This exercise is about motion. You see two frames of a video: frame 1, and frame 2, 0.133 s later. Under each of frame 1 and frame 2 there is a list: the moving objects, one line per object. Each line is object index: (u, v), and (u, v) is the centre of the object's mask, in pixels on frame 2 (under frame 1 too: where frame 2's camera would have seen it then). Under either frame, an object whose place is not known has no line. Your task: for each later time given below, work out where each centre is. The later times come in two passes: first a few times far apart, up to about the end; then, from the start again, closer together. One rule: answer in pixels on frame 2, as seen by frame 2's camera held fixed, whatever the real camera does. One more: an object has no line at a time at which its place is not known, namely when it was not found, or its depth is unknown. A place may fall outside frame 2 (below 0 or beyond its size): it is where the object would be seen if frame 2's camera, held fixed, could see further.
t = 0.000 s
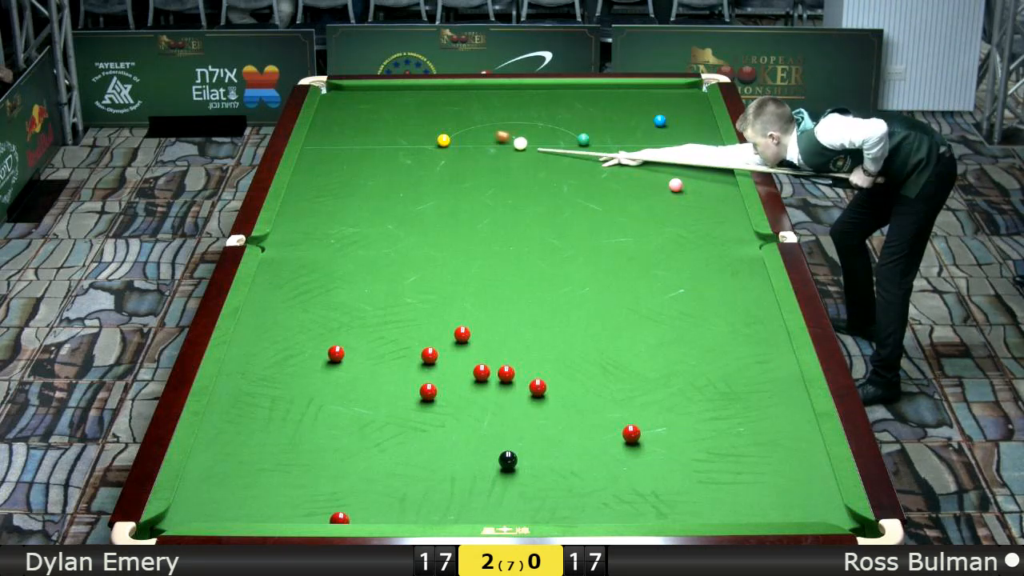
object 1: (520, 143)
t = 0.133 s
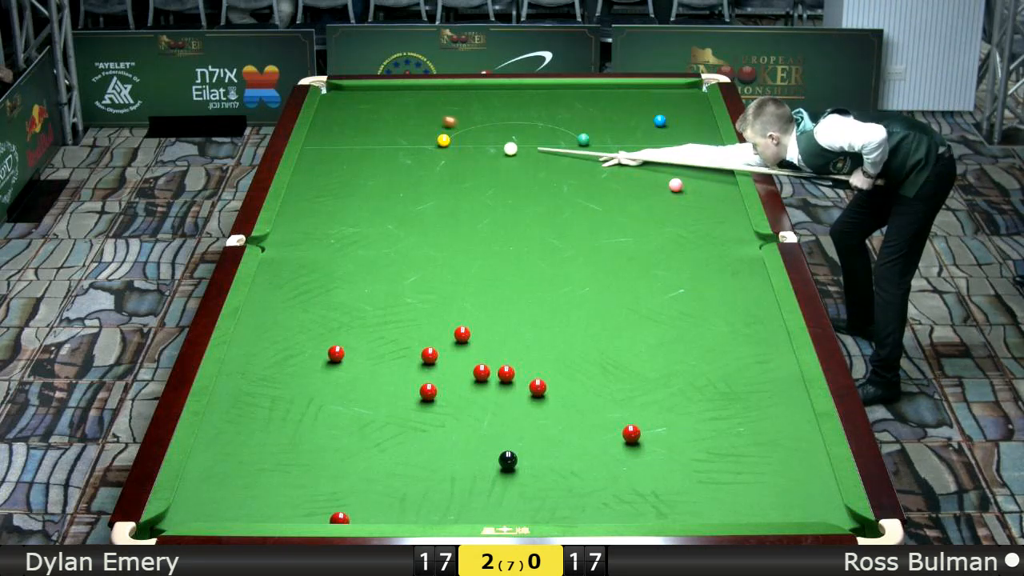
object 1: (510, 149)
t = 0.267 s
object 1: (508, 155)
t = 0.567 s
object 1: (517, 168)
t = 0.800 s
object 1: (524, 179)
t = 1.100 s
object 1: (533, 193)
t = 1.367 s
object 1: (541, 205)
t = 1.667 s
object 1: (549, 218)
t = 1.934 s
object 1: (556, 229)
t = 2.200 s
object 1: (563, 239)
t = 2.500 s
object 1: (571, 251)
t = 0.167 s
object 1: (509, 150)
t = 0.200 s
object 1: (508, 152)
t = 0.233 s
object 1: (508, 153)
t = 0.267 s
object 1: (508, 155)
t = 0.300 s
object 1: (509, 157)
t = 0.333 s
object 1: (510, 158)
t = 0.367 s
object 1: (511, 159)
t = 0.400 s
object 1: (511, 159)
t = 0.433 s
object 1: (513, 162)
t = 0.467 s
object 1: (514, 164)
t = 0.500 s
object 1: (515, 166)
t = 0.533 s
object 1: (516, 167)
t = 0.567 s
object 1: (517, 168)
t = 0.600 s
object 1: (518, 170)
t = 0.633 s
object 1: (519, 171)
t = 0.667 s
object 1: (520, 173)
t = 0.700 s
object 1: (521, 175)
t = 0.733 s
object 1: (521, 176)
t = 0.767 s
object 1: (523, 177)
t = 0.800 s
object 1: (524, 179)
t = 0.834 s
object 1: (526, 182)
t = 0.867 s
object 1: (527, 184)
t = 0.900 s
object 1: (527, 184)
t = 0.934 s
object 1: (528, 186)
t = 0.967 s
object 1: (530, 188)
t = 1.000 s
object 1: (530, 189)
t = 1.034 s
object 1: (531, 191)
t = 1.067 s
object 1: (532, 193)
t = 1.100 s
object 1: (533, 193)
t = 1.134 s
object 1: (534, 195)
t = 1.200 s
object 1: (536, 198)
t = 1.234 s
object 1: (537, 199)
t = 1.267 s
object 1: (538, 201)
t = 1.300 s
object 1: (539, 202)
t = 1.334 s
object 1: (540, 204)
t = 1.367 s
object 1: (541, 205)
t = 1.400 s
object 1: (542, 206)
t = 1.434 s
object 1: (543, 208)
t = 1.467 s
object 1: (544, 210)
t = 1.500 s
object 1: (544, 211)
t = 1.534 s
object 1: (545, 212)
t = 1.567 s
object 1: (547, 214)
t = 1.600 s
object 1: (547, 215)
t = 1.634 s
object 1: (548, 217)
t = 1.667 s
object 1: (549, 218)
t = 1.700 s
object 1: (550, 219)
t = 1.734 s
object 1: (551, 221)
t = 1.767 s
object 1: (552, 222)
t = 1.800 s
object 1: (553, 223)
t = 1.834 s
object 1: (554, 225)
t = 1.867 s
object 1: (555, 227)
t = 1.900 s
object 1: (556, 227)
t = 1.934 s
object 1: (556, 229)
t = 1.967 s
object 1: (557, 231)
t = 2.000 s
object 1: (558, 231)
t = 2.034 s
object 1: (559, 233)
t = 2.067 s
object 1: (560, 235)
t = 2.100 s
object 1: (561, 235)
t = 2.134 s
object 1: (562, 237)
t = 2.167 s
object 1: (563, 239)
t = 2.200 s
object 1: (563, 239)
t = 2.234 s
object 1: (564, 241)
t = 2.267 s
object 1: (565, 243)
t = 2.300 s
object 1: (566, 243)
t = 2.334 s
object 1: (567, 245)
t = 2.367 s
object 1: (568, 246)
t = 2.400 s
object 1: (568, 247)
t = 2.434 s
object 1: (569, 249)
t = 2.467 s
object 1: (570, 250)
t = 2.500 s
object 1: (571, 251)
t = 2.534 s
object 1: (572, 253)
